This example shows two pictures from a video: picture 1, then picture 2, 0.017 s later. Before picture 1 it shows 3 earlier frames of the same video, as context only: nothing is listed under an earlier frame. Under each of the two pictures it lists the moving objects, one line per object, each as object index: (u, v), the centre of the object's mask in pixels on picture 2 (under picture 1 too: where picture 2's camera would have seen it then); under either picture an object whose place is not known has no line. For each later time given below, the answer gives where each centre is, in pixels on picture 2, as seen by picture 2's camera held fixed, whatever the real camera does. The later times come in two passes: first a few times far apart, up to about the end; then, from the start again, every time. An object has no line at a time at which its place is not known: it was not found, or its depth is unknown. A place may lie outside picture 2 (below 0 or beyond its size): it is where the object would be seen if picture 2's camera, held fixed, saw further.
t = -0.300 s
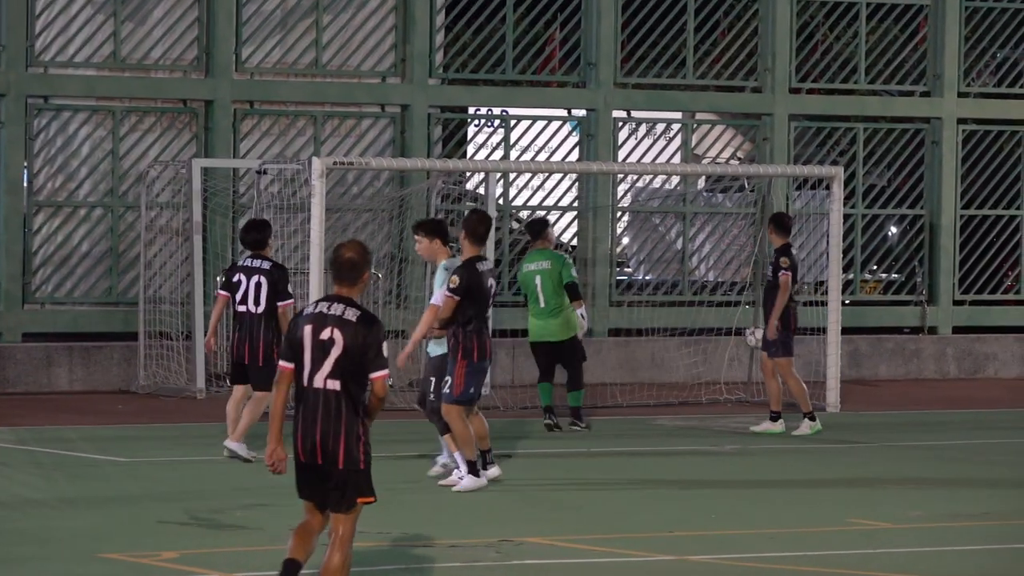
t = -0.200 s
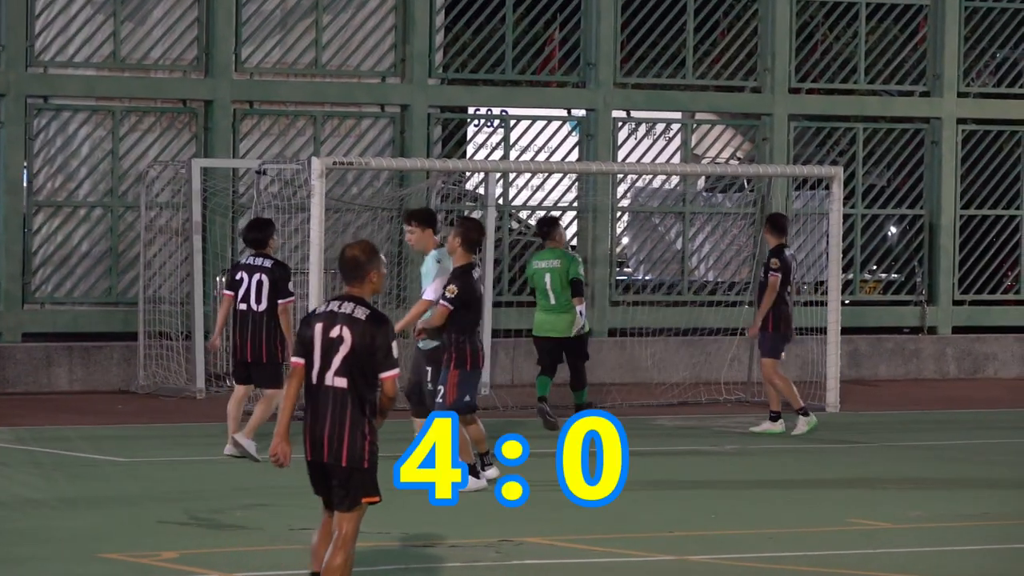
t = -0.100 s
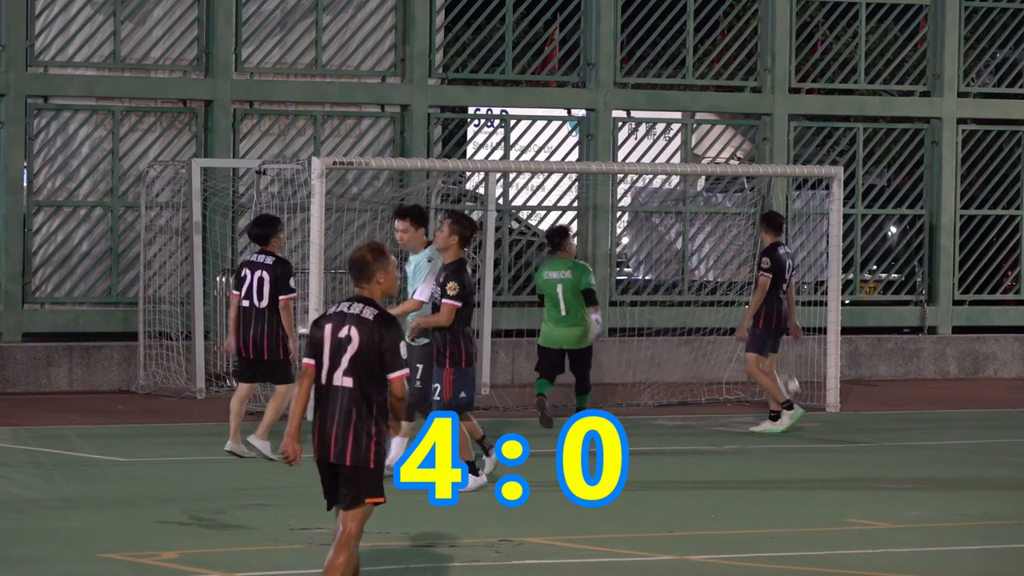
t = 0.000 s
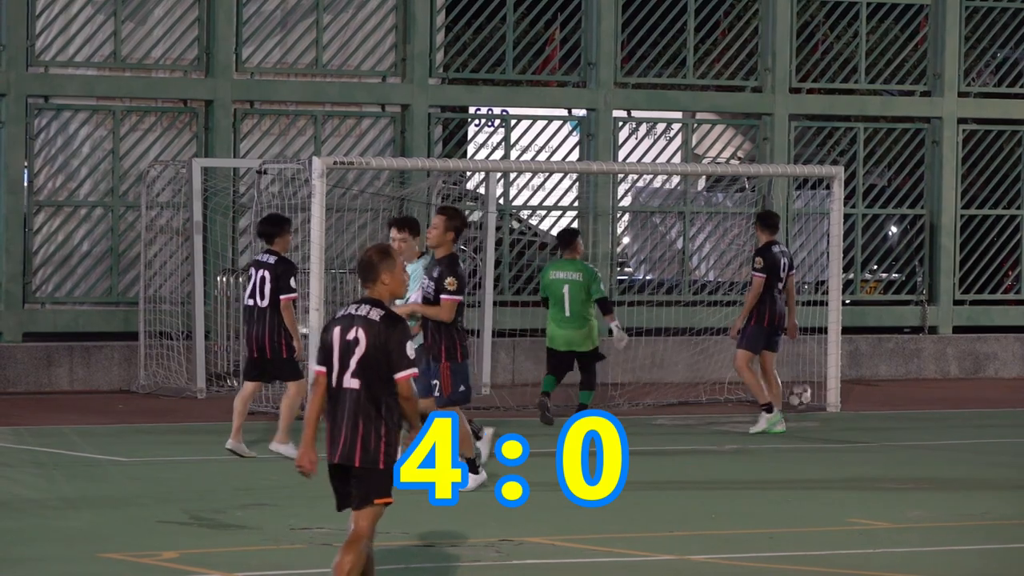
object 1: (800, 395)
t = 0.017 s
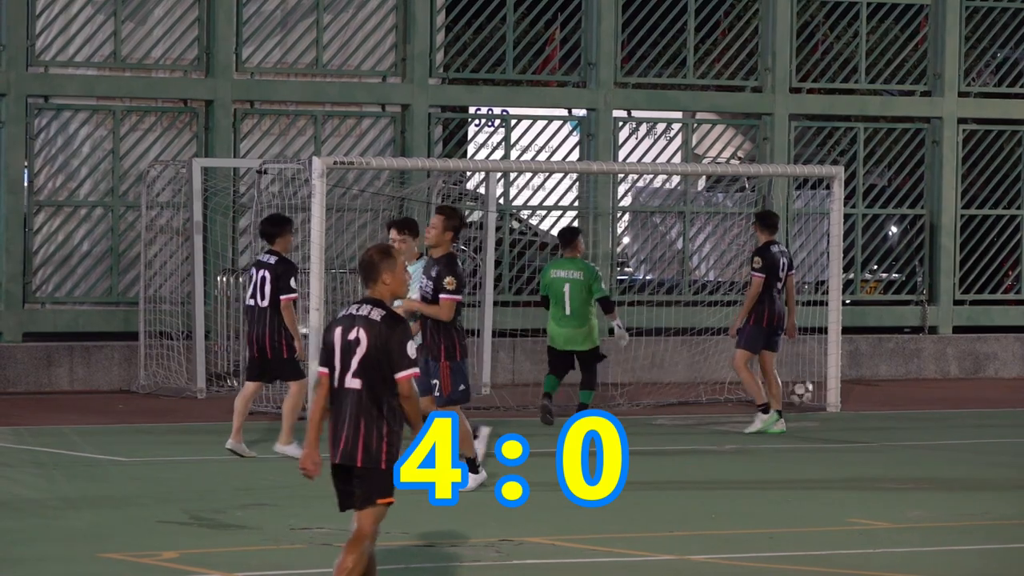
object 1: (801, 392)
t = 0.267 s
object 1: (819, 362)
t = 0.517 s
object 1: (838, 409)
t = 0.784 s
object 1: (854, 383)
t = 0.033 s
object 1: (802, 388)
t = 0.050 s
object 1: (803, 383)
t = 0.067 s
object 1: (805, 380)
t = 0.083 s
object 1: (806, 376)
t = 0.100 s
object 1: (807, 373)
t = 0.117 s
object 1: (809, 370)
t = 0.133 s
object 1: (810, 369)
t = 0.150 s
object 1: (811, 366)
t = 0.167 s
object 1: (812, 365)
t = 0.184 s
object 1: (814, 363)
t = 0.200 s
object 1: (814, 363)
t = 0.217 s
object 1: (816, 362)
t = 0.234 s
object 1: (817, 362)
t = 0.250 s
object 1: (818, 362)
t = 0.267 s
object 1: (819, 362)
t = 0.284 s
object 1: (821, 363)
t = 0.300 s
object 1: (822, 364)
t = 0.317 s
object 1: (824, 366)
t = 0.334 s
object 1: (825, 368)
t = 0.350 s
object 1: (826, 369)
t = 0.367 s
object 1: (827, 371)
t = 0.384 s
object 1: (829, 374)
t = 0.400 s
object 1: (831, 378)
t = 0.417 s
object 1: (832, 382)
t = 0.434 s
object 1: (833, 385)
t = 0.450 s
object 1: (833, 389)
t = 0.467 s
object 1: (834, 396)
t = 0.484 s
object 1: (835, 399)
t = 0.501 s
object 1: (837, 404)
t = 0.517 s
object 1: (838, 409)
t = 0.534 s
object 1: (839, 415)
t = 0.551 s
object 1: (840, 418)
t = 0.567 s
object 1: (841, 415)
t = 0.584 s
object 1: (842, 410)
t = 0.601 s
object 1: (843, 407)
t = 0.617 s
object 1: (845, 403)
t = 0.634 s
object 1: (846, 399)
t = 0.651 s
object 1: (846, 397)
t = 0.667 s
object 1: (848, 393)
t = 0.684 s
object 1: (849, 391)
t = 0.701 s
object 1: (850, 390)
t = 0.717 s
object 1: (850, 388)
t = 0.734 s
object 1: (852, 386)
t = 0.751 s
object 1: (853, 384)
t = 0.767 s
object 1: (853, 383)
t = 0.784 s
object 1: (854, 383)
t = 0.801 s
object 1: (855, 383)
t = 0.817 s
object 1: (856, 384)
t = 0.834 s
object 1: (857, 384)
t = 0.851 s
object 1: (858, 386)
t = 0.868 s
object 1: (859, 387)
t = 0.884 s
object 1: (860, 389)
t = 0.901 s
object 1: (861, 391)
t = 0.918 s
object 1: (861, 393)
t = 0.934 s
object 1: (862, 396)
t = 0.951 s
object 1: (863, 398)
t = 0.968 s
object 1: (864, 403)
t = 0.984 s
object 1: (865, 406)
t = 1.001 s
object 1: (866, 411)
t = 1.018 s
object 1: (867, 416)
